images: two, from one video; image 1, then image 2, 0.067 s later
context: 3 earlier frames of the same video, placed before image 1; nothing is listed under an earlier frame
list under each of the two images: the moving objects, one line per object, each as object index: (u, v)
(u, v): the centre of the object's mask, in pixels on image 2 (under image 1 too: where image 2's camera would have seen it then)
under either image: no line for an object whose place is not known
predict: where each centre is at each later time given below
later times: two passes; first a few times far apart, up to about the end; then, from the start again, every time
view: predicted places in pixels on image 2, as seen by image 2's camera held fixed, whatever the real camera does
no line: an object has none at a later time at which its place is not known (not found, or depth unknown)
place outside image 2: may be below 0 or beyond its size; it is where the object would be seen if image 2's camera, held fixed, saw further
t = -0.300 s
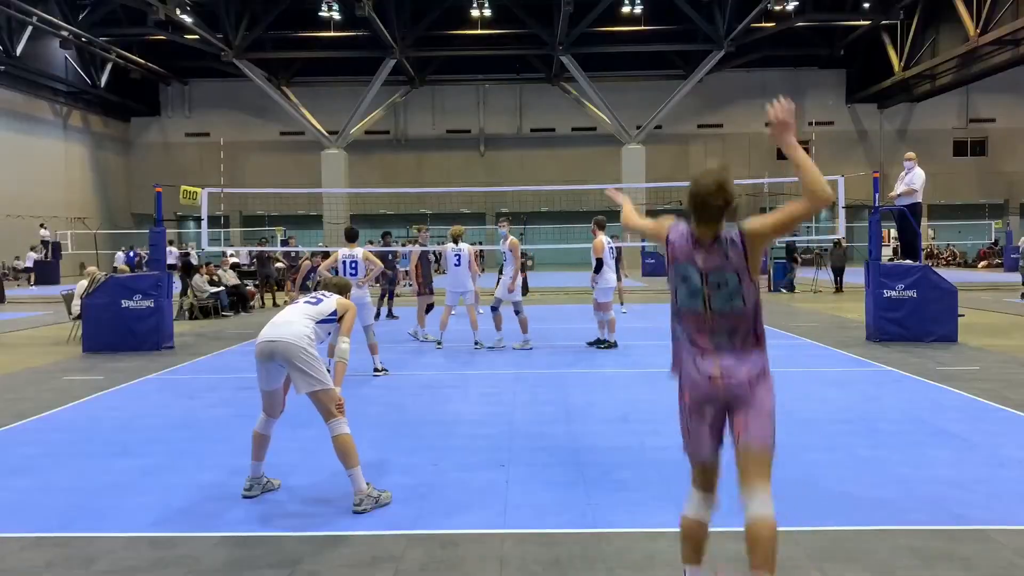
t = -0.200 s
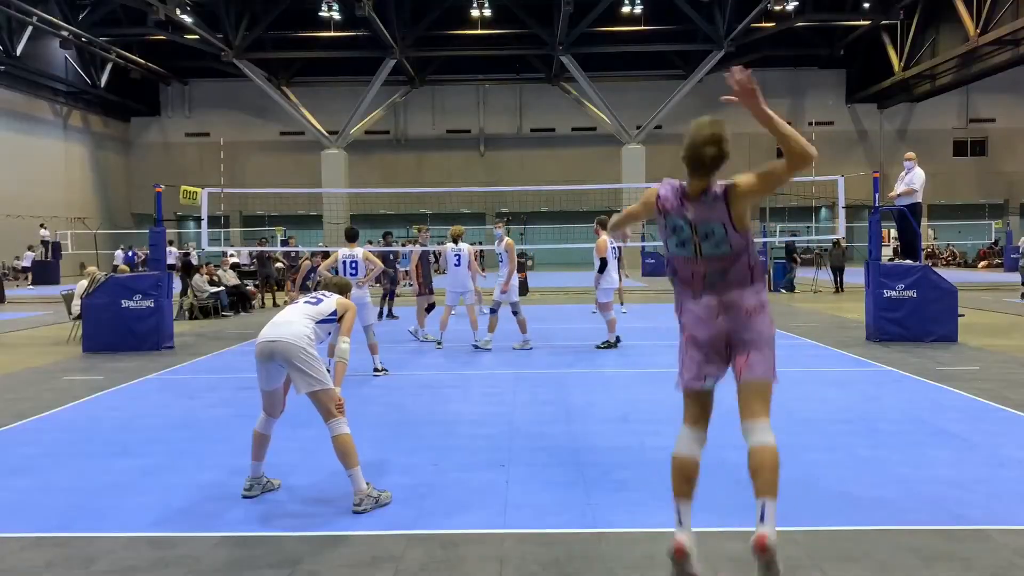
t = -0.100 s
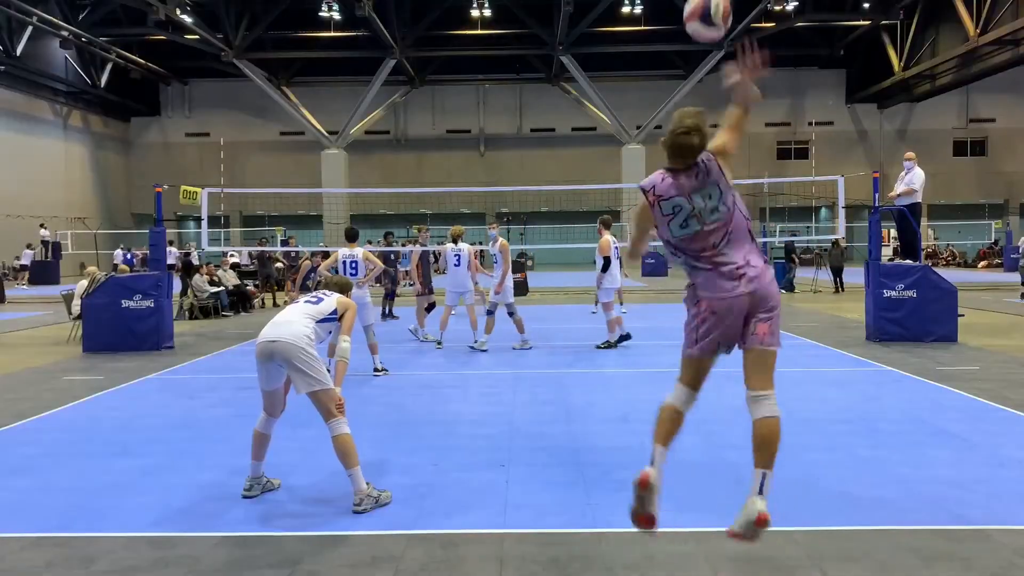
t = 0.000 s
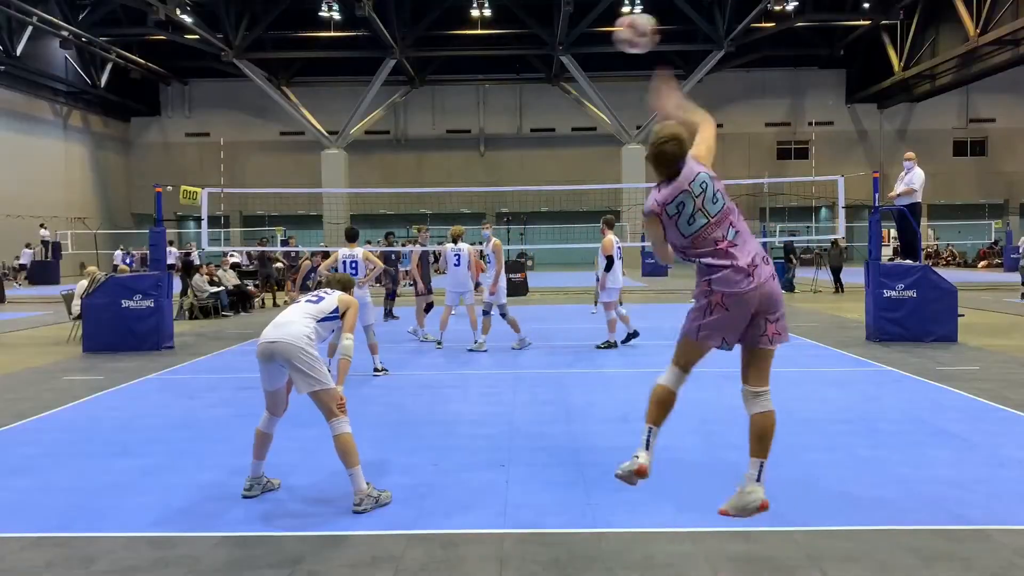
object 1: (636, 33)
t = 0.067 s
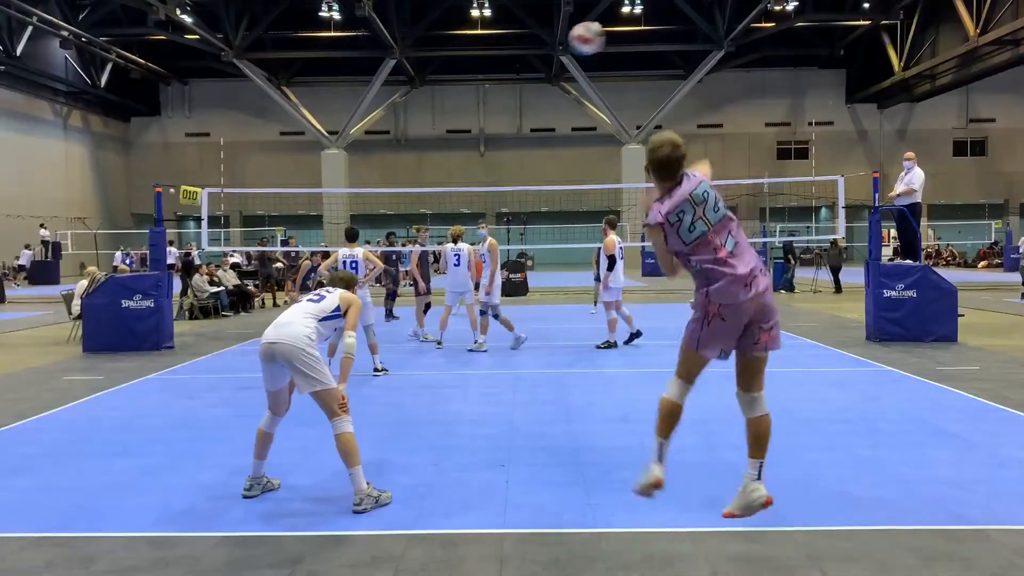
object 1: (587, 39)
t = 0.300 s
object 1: (498, 86)
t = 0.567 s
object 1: (449, 156)
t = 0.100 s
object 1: (568, 43)
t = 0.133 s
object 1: (553, 49)
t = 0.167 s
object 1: (539, 56)
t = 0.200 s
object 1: (527, 63)
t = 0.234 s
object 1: (516, 71)
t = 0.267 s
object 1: (507, 78)
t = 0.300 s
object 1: (498, 86)
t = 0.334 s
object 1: (490, 94)
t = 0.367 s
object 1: (483, 103)
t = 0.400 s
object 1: (475, 111)
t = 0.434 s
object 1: (469, 119)
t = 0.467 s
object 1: (464, 129)
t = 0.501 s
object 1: (459, 138)
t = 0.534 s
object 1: (454, 147)
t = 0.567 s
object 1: (449, 156)
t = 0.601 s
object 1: (444, 165)
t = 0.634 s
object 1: (440, 175)
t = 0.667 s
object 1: (436, 182)
